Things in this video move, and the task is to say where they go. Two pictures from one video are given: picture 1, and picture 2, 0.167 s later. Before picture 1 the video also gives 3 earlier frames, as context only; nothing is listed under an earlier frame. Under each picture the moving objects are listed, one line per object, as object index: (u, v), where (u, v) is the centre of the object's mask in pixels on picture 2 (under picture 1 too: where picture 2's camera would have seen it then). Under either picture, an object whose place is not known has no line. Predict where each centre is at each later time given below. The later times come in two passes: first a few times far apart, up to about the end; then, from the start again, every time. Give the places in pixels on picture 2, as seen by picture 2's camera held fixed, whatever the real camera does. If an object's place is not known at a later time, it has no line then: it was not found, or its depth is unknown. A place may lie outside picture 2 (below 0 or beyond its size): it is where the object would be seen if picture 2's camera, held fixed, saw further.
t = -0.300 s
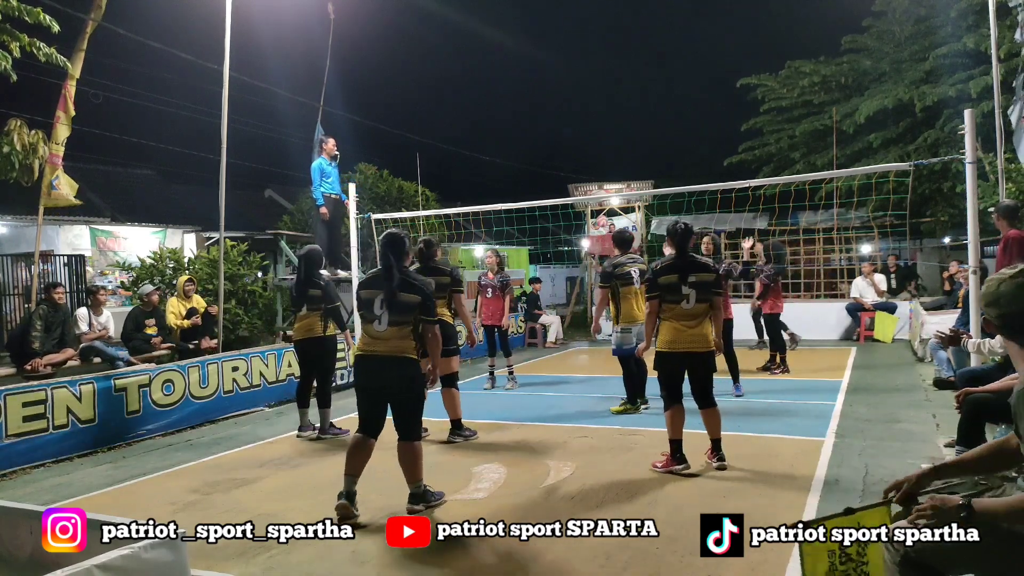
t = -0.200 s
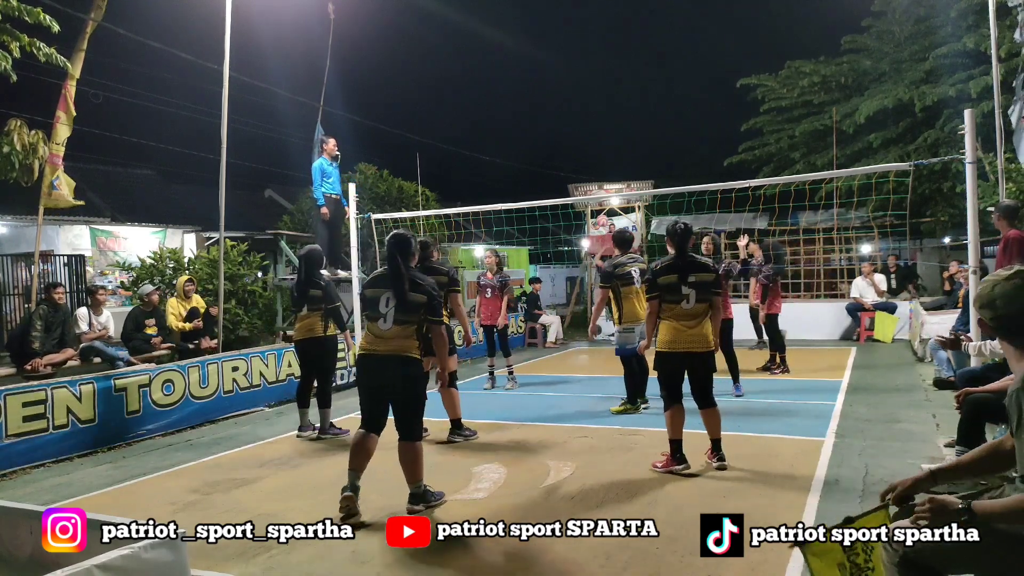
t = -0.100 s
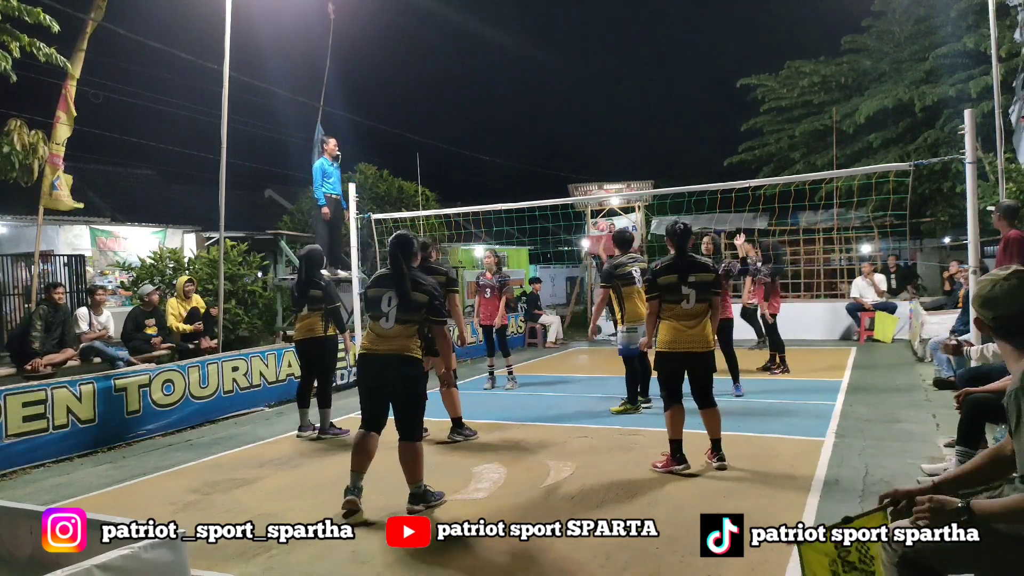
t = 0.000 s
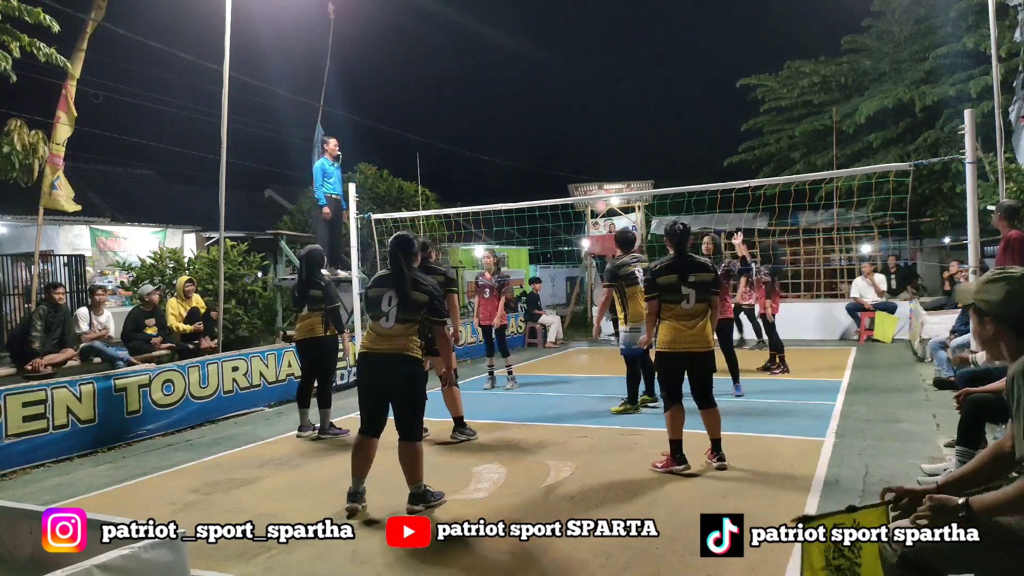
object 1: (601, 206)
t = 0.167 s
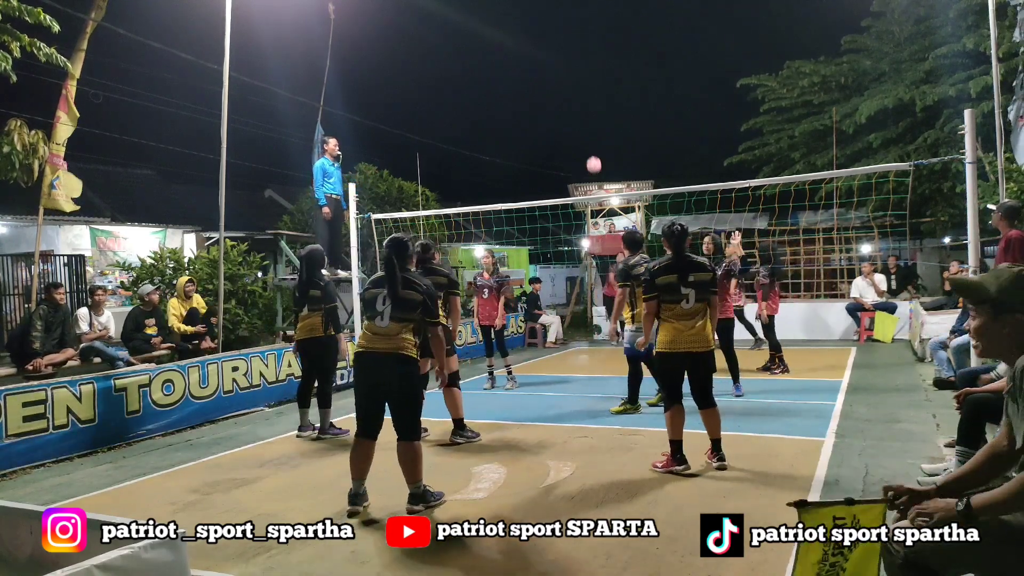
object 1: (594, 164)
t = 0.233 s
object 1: (591, 150)
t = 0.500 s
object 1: (578, 101)
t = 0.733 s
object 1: (565, 86)
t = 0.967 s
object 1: (555, 120)
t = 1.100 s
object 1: (550, 175)
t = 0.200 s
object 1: (592, 157)
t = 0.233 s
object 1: (591, 150)
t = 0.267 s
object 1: (590, 143)
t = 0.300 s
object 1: (588, 135)
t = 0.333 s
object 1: (587, 128)
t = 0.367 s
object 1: (585, 122)
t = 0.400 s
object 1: (584, 117)
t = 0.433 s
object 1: (582, 112)
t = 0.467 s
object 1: (580, 106)
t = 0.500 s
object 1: (578, 101)
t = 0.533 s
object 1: (576, 96)
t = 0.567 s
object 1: (575, 93)
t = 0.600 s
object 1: (572, 90)
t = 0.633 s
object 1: (571, 89)
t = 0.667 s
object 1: (569, 87)
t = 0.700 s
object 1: (567, 86)
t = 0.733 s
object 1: (565, 86)
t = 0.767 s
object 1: (564, 88)
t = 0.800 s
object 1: (562, 91)
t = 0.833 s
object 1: (560, 94)
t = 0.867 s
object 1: (559, 98)
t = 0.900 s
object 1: (557, 103)
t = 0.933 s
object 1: (556, 110)
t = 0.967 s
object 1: (555, 120)
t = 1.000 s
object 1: (553, 132)
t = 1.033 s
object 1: (552, 144)
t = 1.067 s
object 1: (551, 158)
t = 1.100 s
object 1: (550, 175)
